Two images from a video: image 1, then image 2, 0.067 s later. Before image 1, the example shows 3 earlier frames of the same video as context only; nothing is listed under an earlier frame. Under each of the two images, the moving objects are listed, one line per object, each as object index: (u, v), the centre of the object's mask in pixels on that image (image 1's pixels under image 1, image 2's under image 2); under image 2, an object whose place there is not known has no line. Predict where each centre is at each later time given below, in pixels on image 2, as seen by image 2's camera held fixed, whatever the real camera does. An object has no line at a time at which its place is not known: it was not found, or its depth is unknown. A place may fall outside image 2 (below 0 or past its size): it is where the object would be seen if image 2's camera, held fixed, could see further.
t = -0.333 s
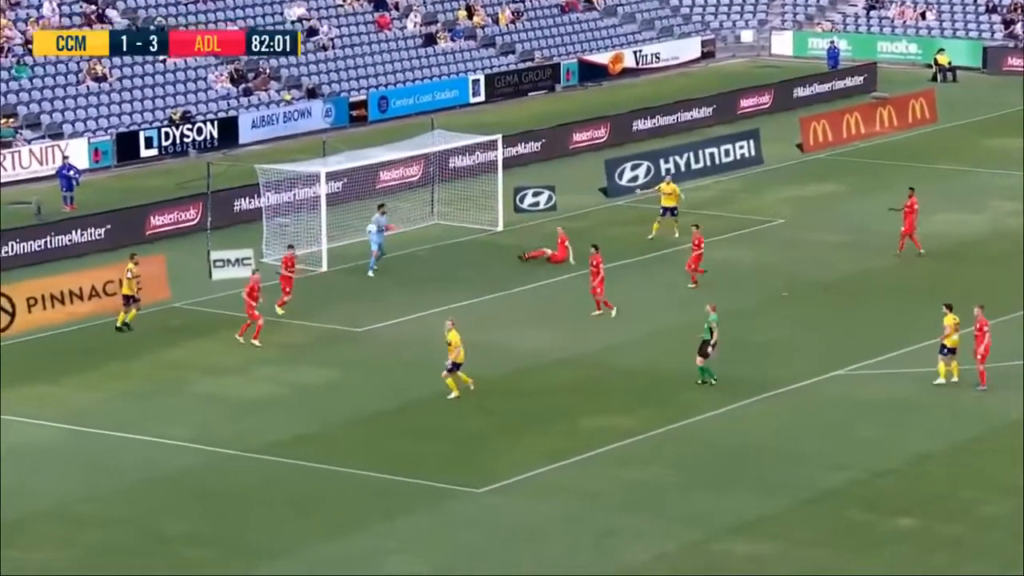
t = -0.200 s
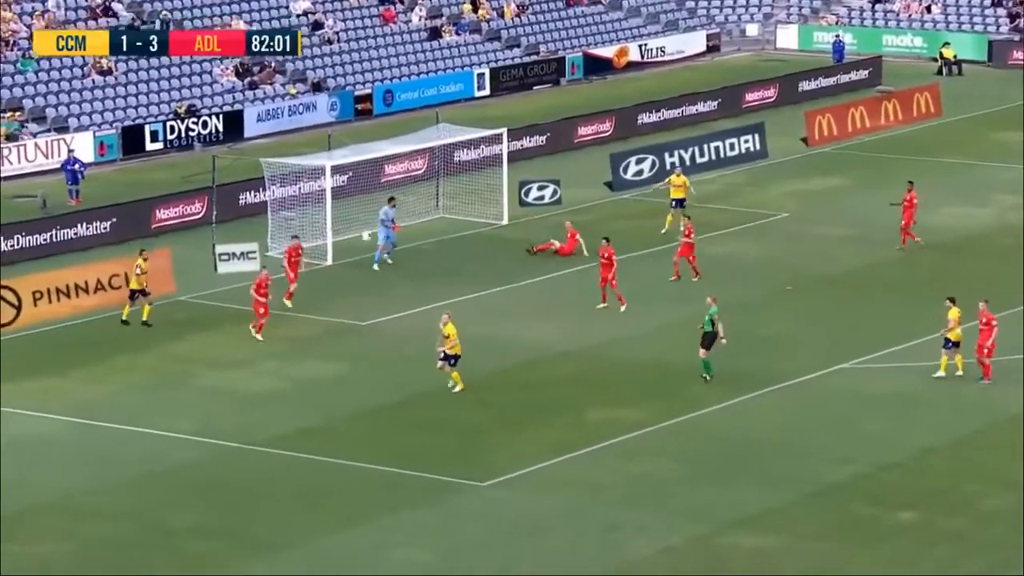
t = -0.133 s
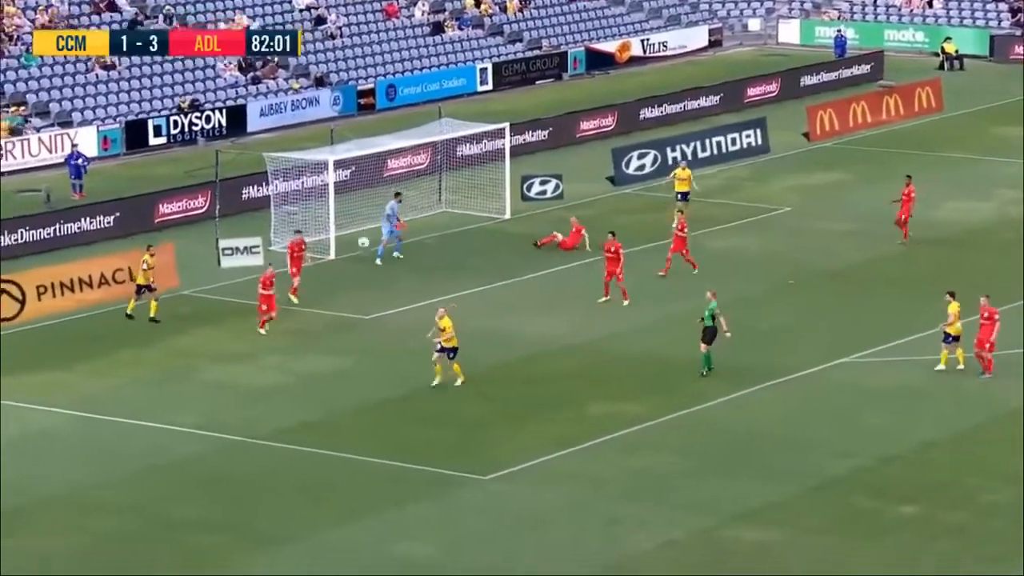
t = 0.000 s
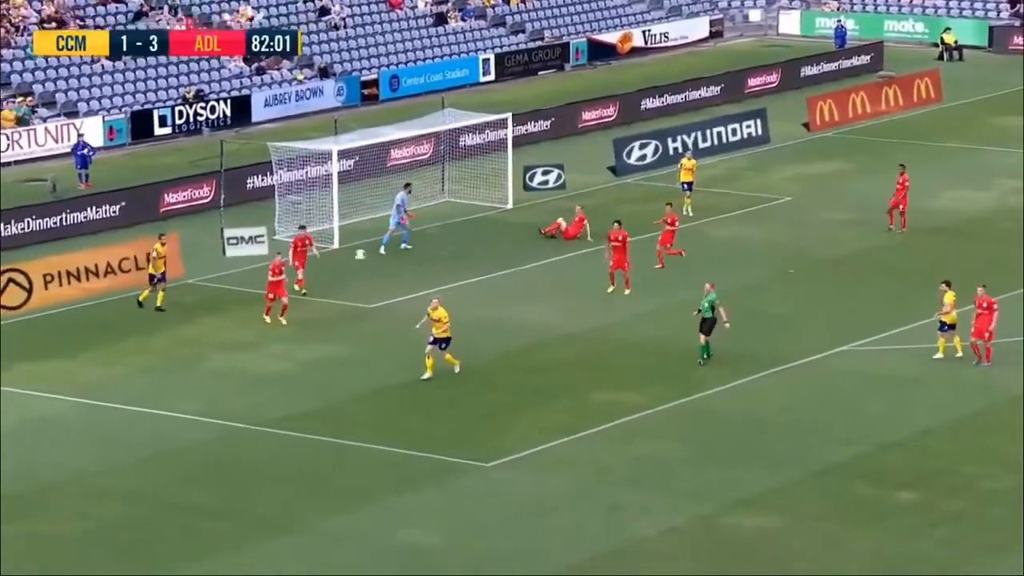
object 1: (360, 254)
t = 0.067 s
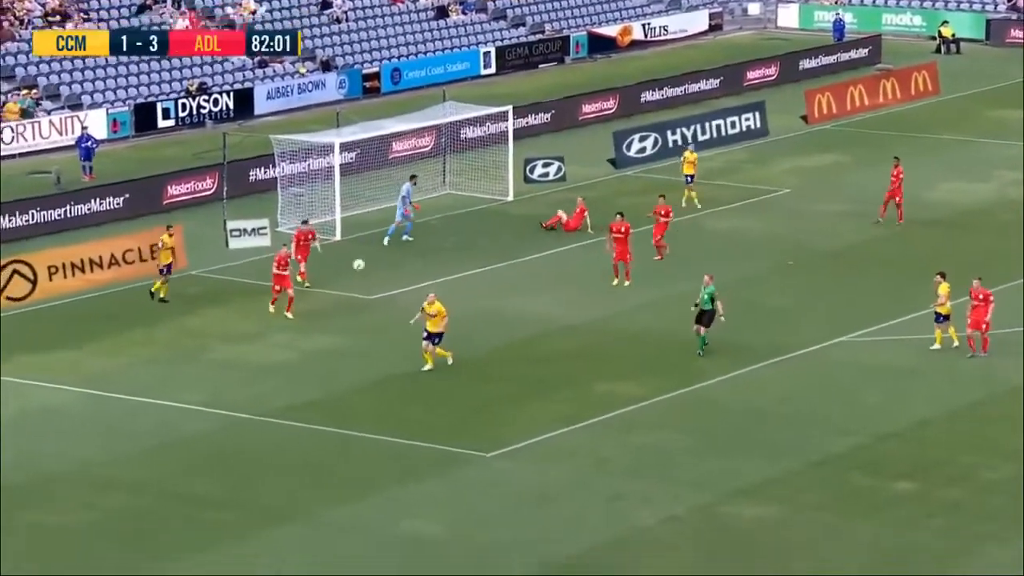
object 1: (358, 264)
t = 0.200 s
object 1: (354, 298)
